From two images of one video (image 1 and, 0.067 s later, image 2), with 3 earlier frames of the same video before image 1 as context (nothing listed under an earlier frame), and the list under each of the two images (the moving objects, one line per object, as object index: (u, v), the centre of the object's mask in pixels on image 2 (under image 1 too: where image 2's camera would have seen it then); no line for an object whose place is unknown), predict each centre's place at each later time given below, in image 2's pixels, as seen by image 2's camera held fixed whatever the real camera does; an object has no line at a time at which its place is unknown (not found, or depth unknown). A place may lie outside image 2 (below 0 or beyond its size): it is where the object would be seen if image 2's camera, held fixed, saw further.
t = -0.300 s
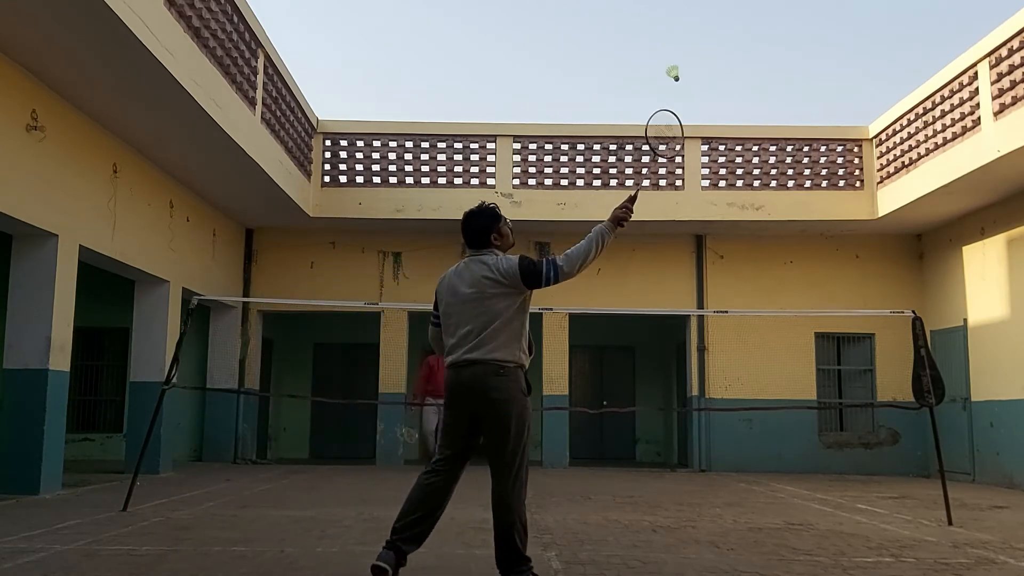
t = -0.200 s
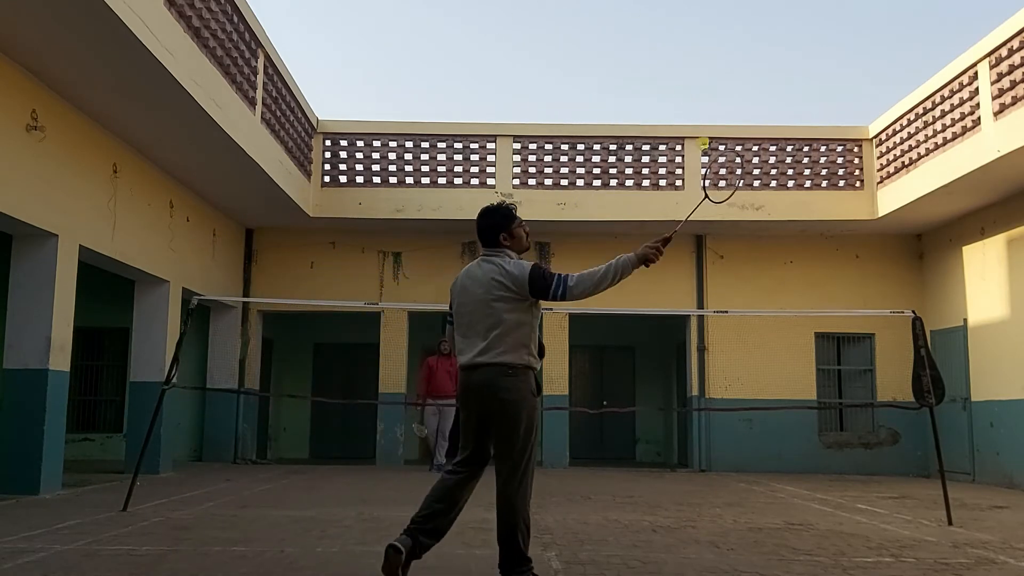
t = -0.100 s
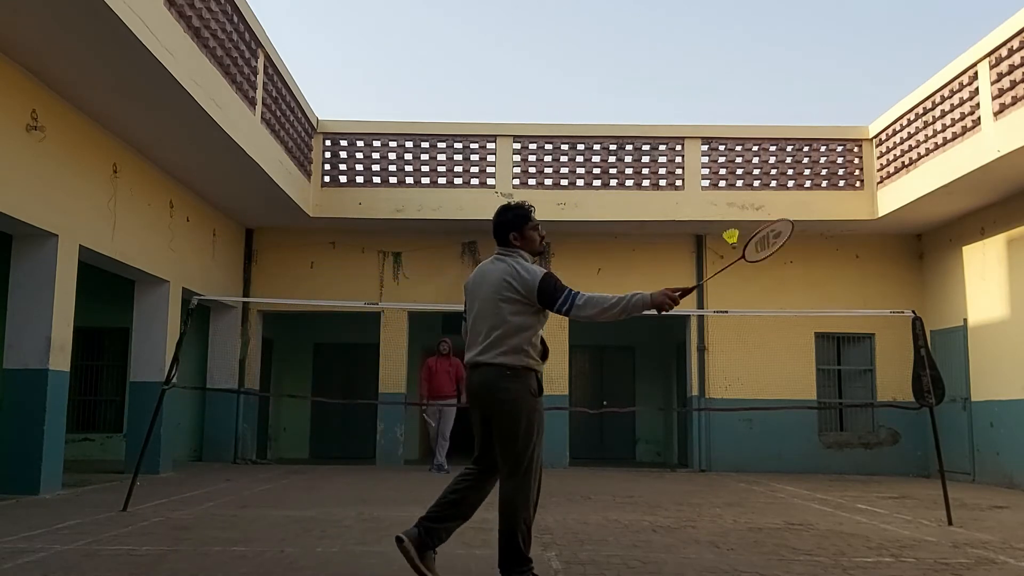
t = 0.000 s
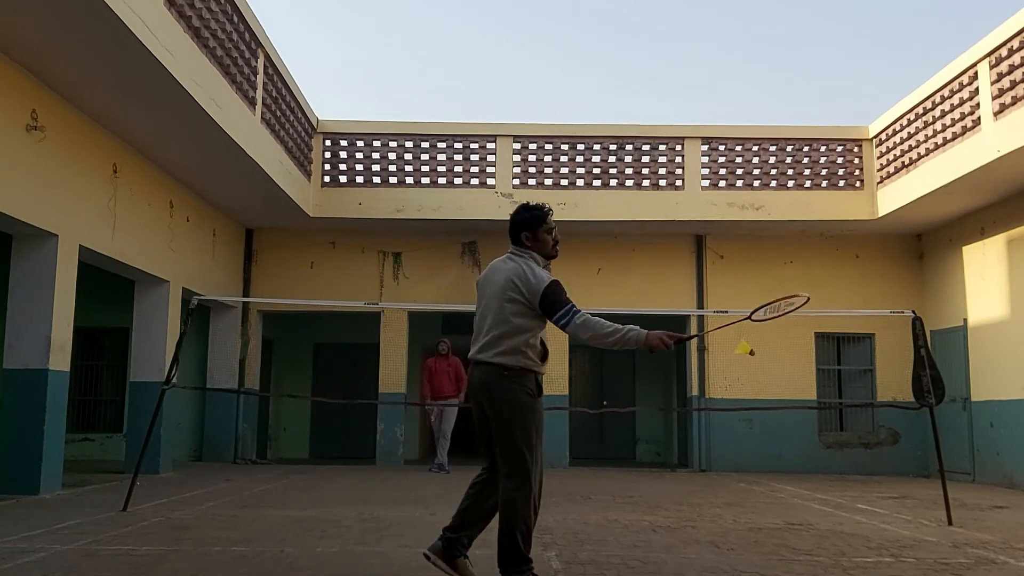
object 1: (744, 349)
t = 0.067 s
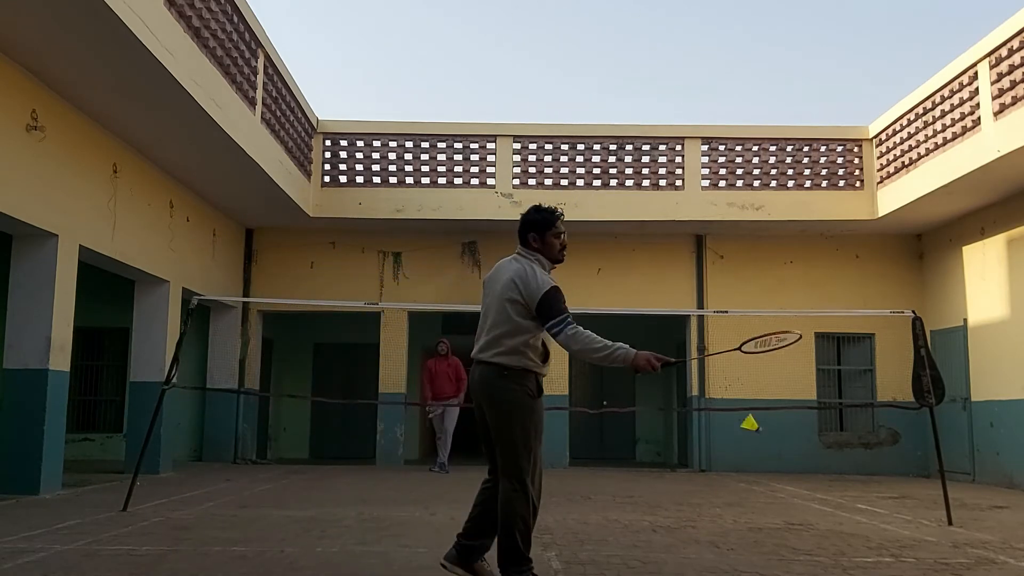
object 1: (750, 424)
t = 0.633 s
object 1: (798, 571)
